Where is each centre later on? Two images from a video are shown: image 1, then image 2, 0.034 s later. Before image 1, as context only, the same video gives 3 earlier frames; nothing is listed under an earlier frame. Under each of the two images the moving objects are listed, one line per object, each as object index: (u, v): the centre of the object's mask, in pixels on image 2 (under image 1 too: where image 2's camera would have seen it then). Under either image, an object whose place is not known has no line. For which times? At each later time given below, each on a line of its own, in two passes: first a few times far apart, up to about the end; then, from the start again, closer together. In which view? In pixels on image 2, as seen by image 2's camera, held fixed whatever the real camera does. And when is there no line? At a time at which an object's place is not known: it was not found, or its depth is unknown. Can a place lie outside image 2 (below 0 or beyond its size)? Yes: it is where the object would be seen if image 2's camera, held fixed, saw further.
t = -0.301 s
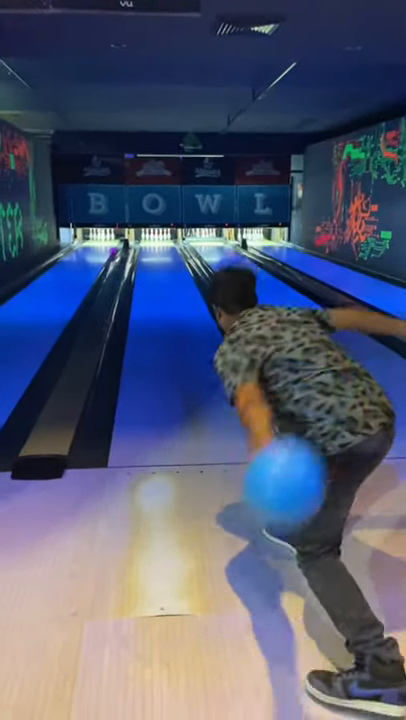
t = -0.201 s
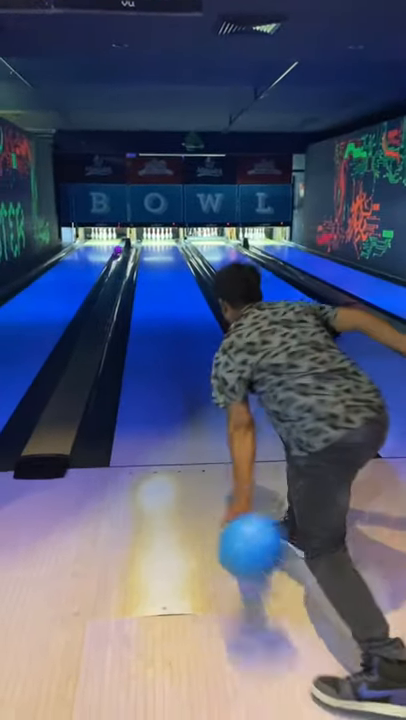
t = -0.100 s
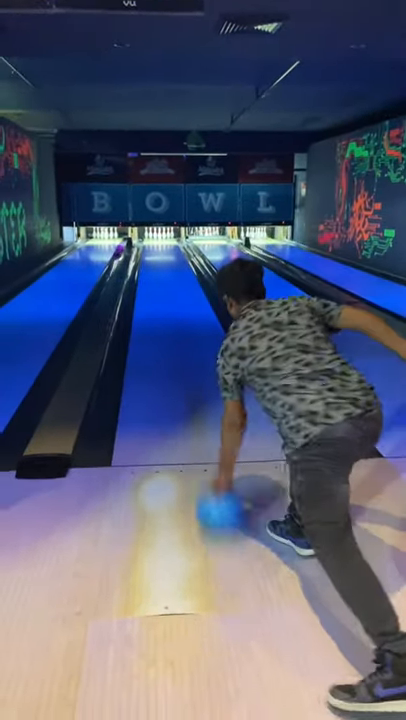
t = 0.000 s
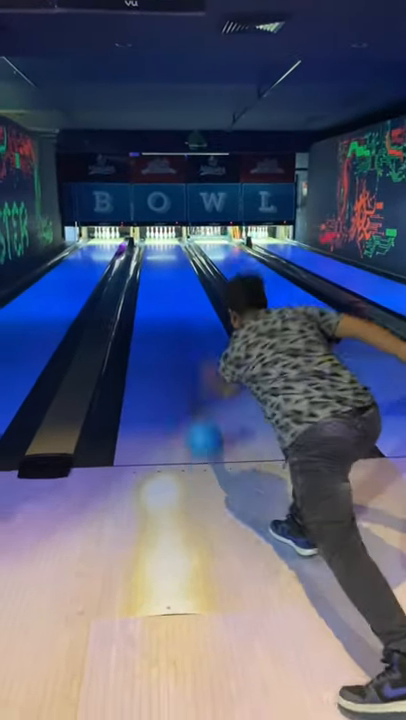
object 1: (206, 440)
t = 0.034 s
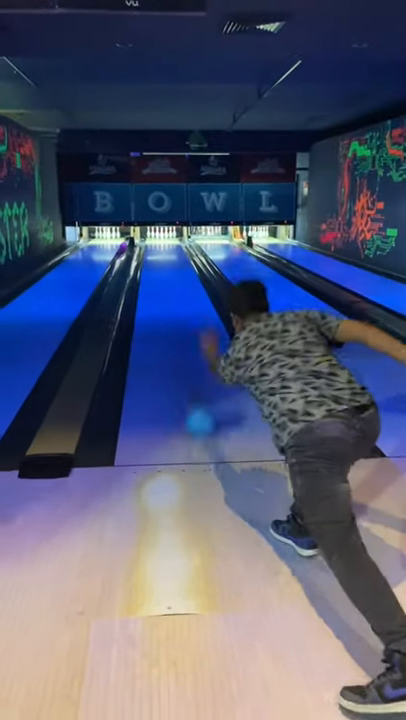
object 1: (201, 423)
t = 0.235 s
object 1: (184, 361)
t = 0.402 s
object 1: (180, 335)
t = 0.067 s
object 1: (197, 408)
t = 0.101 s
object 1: (195, 396)
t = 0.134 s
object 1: (195, 386)
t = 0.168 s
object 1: (189, 374)
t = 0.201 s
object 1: (186, 366)
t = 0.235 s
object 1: (184, 361)
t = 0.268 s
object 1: (182, 352)
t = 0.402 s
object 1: (180, 335)
